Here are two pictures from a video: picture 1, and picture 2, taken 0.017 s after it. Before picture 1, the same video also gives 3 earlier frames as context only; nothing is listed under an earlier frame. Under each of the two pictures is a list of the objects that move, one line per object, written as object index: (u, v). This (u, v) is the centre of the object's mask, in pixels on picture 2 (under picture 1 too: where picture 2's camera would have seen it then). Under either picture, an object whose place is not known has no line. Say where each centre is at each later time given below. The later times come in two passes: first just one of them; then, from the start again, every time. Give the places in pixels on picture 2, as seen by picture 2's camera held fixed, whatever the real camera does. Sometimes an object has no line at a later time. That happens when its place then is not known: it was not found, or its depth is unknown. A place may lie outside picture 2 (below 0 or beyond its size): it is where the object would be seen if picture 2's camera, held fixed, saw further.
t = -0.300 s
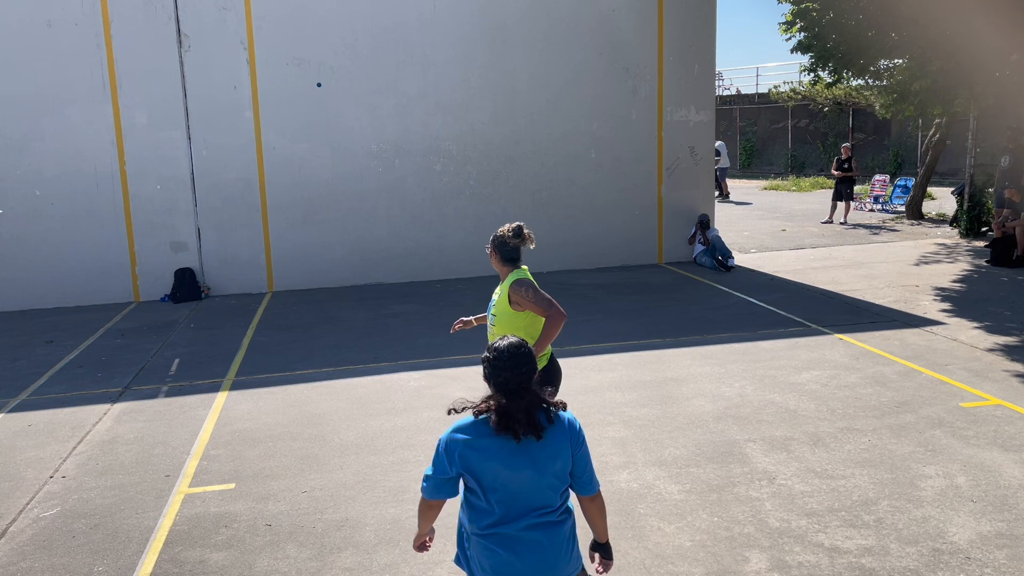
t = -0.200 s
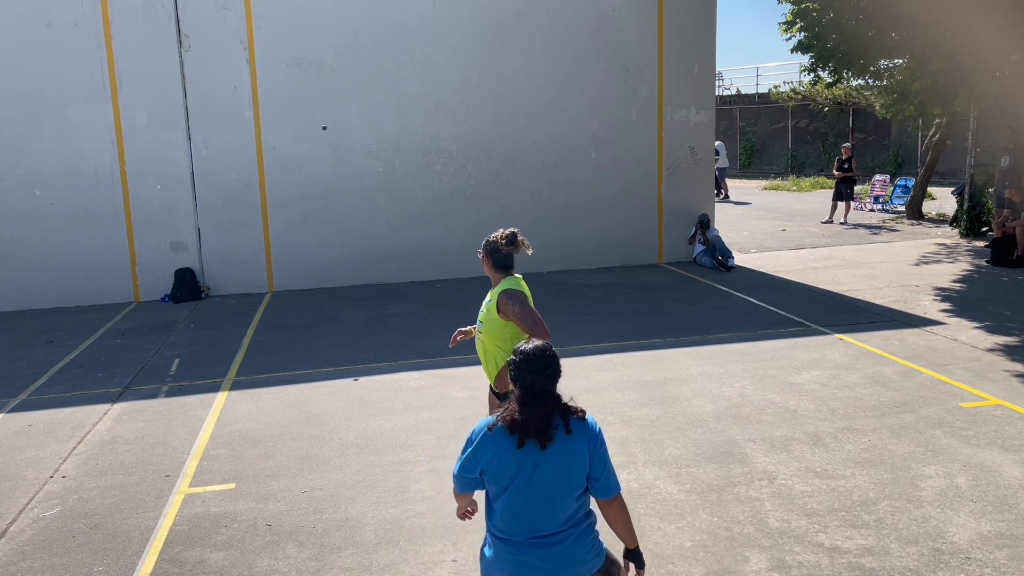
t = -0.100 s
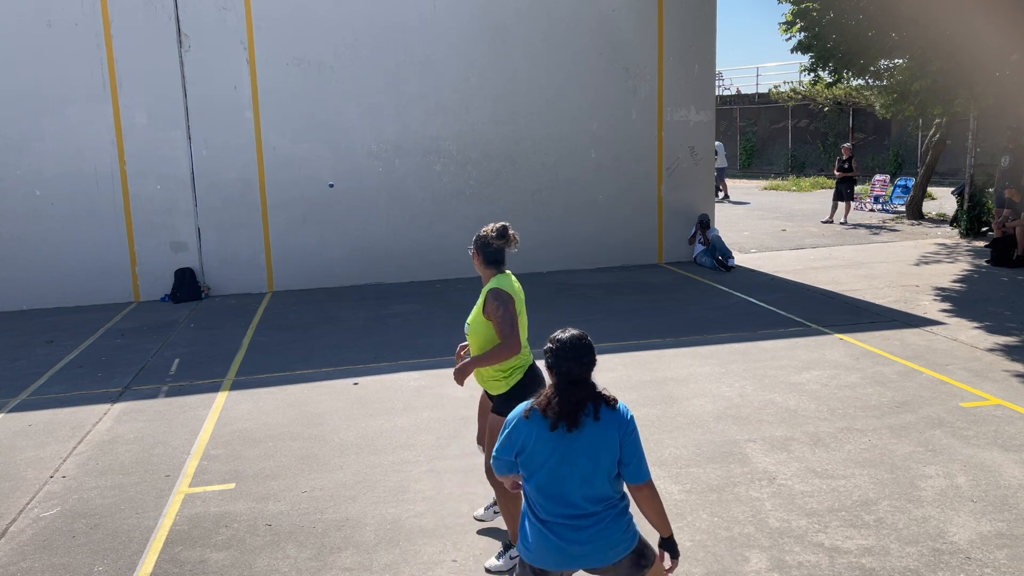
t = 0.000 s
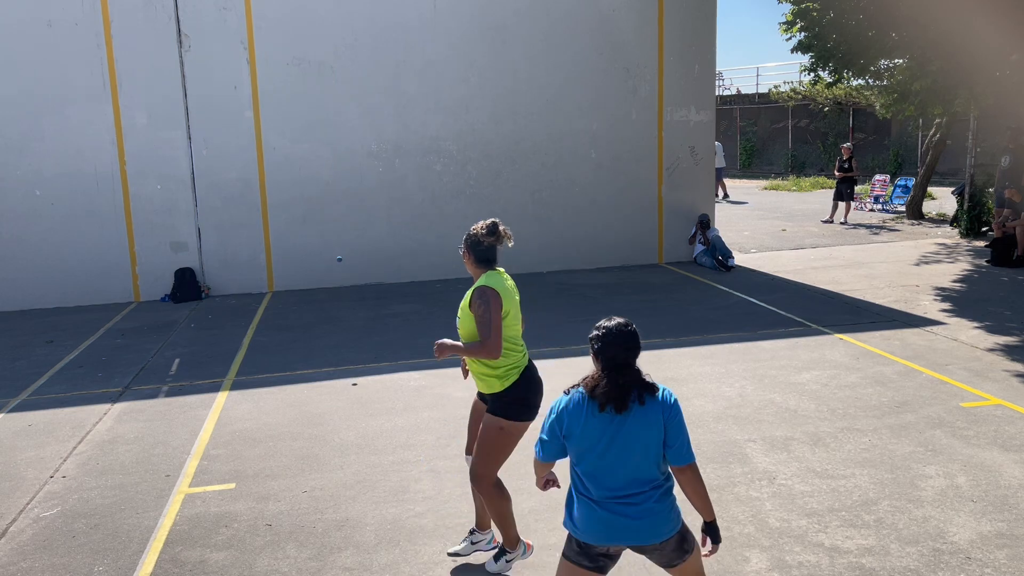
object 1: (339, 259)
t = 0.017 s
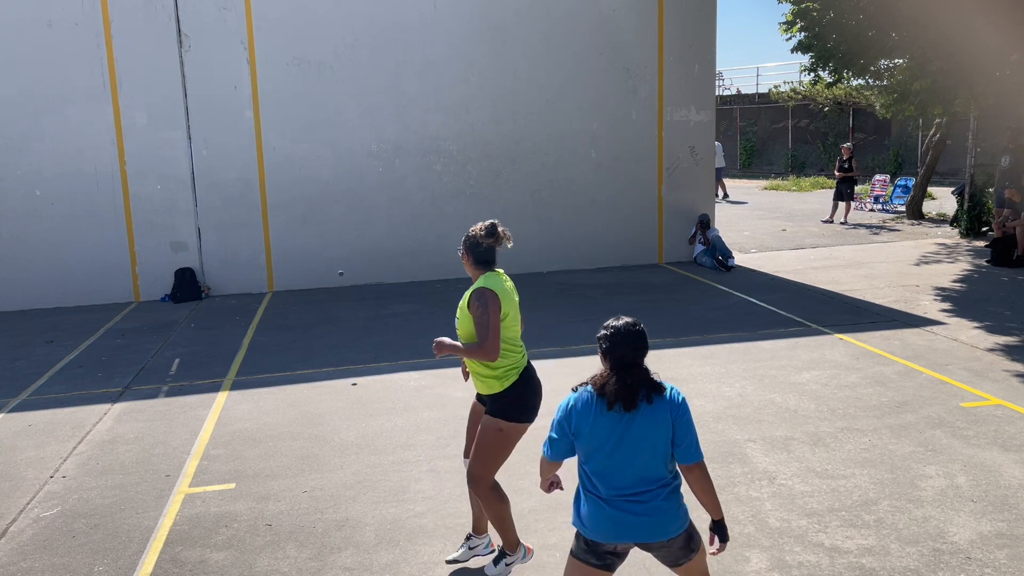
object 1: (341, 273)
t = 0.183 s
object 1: (349, 343)
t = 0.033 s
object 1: (342, 287)
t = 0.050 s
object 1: (344, 302)
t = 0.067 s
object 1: (345, 319)
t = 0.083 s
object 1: (347, 335)
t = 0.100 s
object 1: (349, 352)
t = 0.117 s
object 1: (351, 370)
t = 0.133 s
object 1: (351, 374)
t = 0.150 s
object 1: (350, 364)
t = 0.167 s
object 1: (350, 353)
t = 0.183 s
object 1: (349, 343)
